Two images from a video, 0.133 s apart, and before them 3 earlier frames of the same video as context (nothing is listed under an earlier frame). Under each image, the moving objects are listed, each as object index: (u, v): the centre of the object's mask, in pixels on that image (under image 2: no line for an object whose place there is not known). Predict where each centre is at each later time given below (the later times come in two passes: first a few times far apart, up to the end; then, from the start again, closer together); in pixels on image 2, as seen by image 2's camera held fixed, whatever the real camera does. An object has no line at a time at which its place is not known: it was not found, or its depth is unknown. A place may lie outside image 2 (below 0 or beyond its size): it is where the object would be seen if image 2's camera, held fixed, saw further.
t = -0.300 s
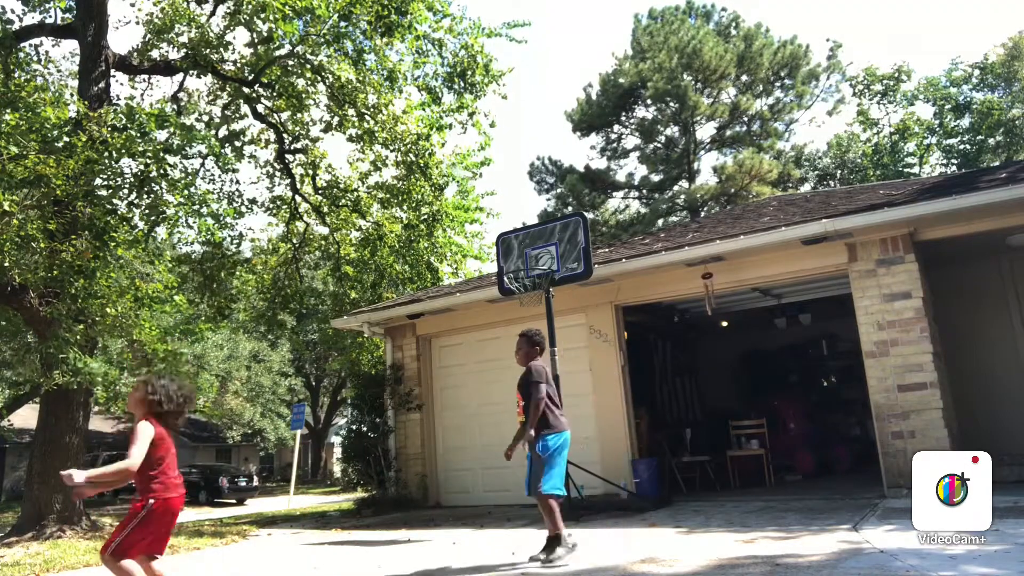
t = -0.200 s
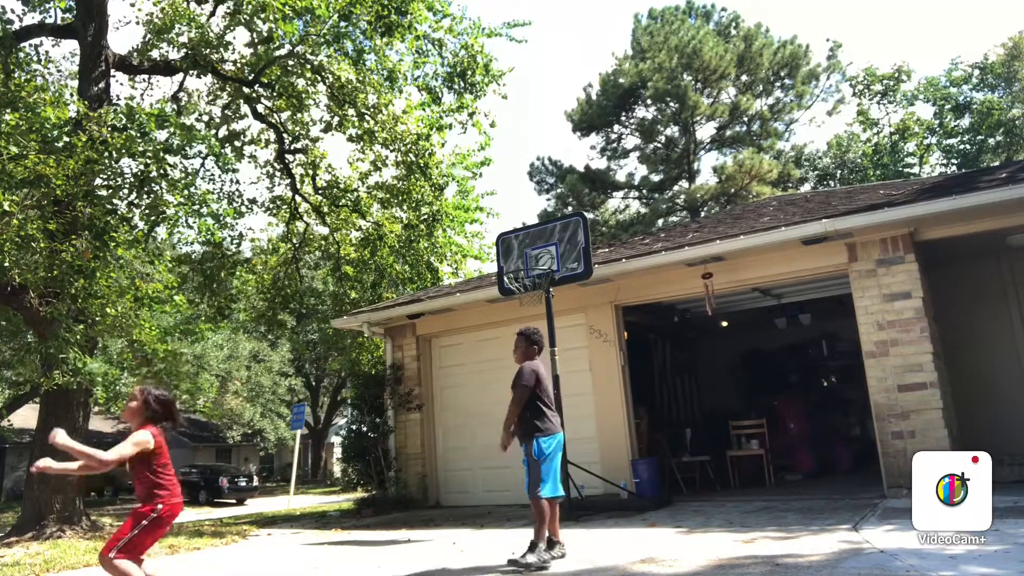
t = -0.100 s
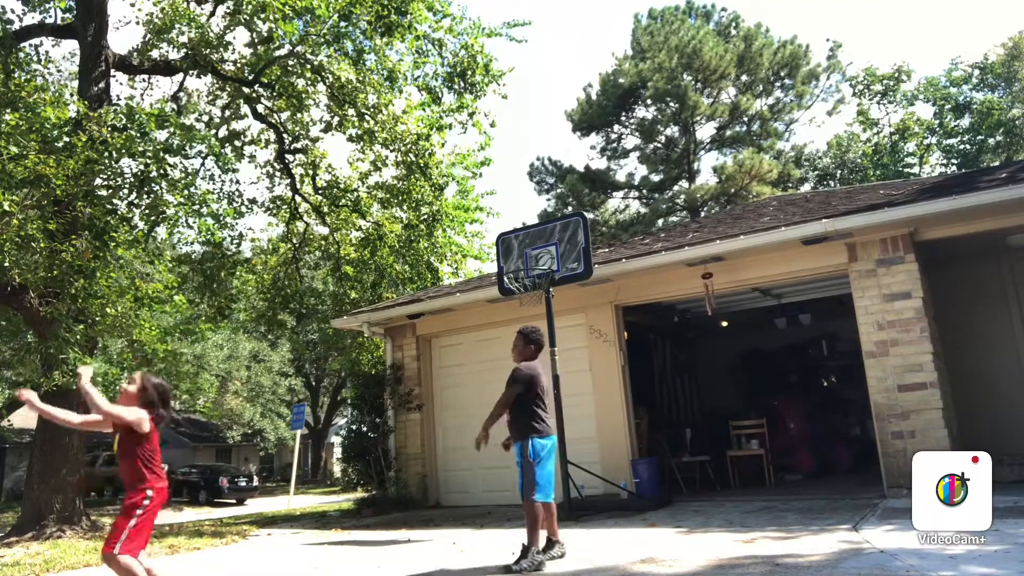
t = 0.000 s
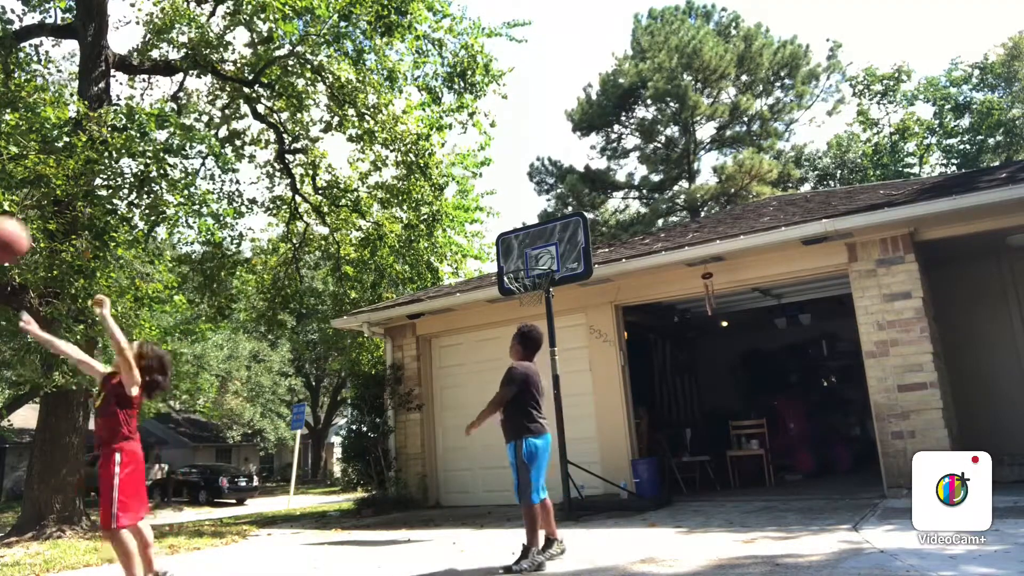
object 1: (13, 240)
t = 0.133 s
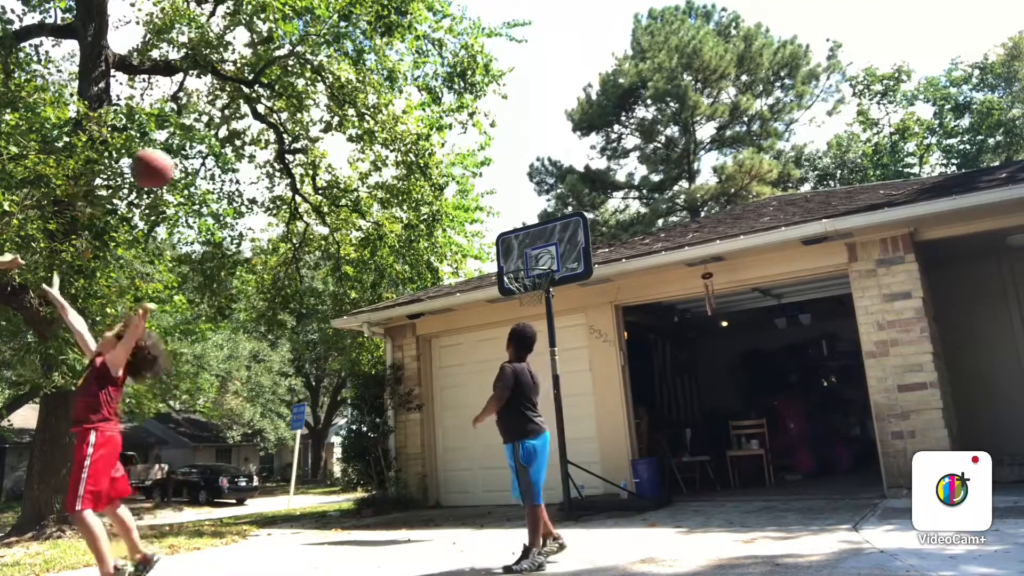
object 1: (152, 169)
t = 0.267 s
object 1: (267, 140)
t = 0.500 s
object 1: (413, 150)
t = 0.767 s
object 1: (533, 226)
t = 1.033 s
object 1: (520, 239)
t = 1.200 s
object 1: (486, 241)
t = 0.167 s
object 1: (184, 158)
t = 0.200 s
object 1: (213, 150)
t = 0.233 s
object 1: (241, 145)
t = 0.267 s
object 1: (267, 140)
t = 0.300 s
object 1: (291, 138)
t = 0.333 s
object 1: (314, 136)
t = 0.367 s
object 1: (335, 136)
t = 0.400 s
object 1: (357, 138)
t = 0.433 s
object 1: (376, 141)
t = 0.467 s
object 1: (395, 146)
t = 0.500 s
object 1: (413, 150)
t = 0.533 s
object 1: (429, 157)
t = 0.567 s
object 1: (445, 164)
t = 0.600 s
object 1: (461, 172)
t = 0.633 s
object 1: (476, 181)
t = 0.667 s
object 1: (490, 191)
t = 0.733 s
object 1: (518, 213)
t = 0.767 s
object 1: (533, 226)
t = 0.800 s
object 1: (547, 236)
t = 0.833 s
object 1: (553, 248)
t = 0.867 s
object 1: (552, 255)
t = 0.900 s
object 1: (549, 257)
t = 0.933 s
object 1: (541, 252)
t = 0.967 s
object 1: (534, 245)
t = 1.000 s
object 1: (528, 242)
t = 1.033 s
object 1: (520, 239)
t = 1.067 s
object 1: (514, 238)
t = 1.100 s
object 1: (507, 237)
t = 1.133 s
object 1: (500, 238)
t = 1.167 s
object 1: (493, 238)
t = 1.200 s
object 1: (486, 241)
